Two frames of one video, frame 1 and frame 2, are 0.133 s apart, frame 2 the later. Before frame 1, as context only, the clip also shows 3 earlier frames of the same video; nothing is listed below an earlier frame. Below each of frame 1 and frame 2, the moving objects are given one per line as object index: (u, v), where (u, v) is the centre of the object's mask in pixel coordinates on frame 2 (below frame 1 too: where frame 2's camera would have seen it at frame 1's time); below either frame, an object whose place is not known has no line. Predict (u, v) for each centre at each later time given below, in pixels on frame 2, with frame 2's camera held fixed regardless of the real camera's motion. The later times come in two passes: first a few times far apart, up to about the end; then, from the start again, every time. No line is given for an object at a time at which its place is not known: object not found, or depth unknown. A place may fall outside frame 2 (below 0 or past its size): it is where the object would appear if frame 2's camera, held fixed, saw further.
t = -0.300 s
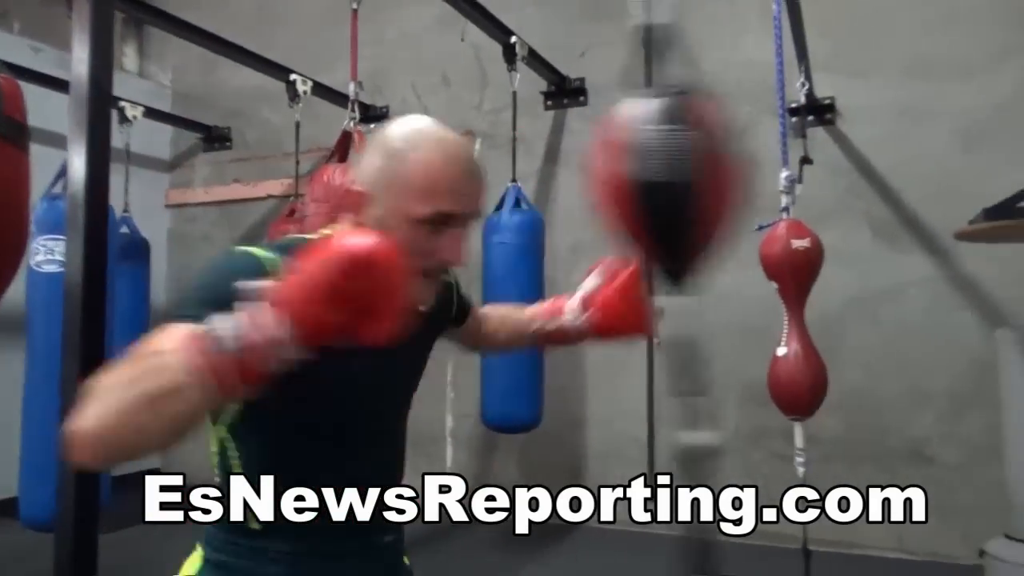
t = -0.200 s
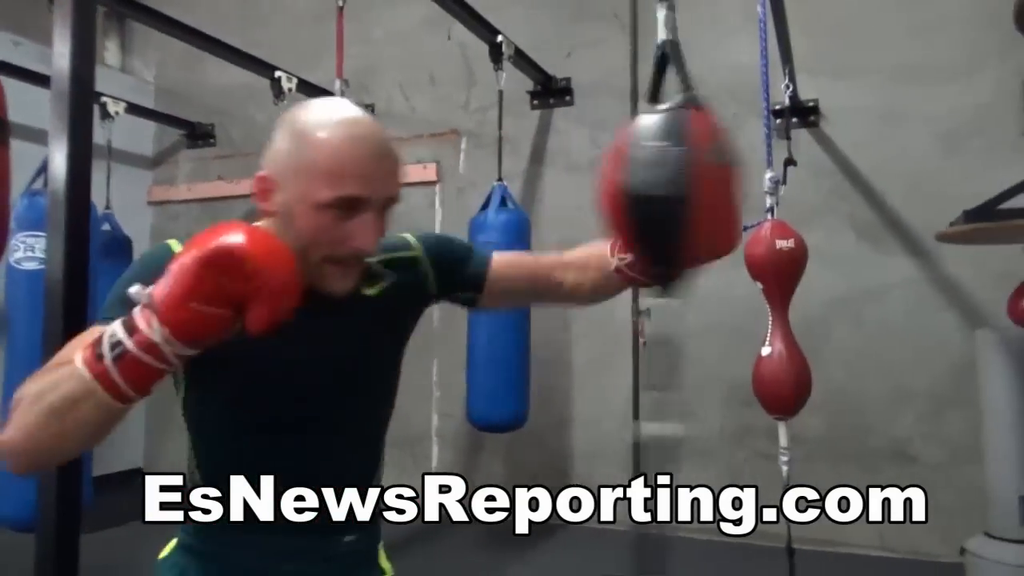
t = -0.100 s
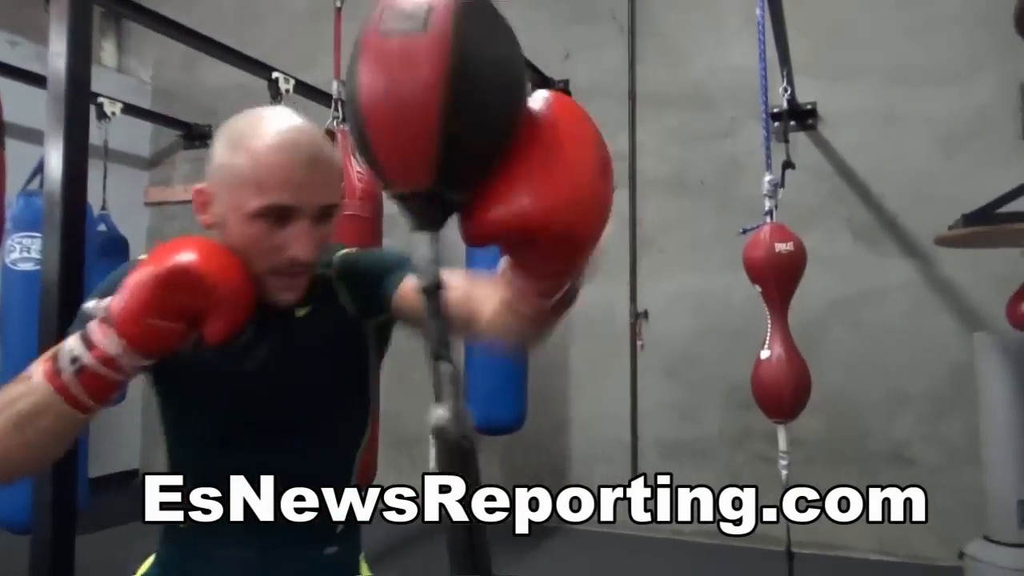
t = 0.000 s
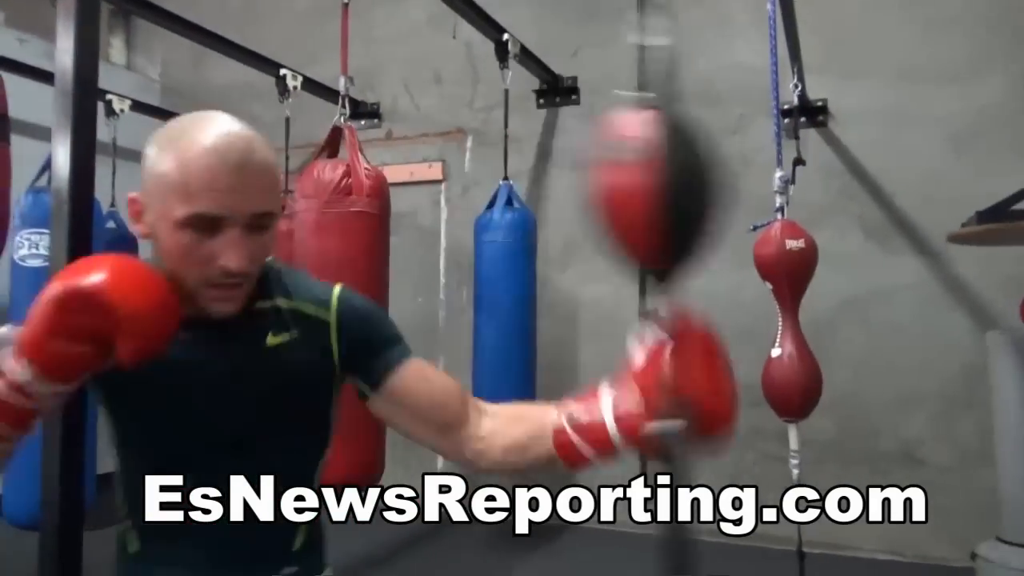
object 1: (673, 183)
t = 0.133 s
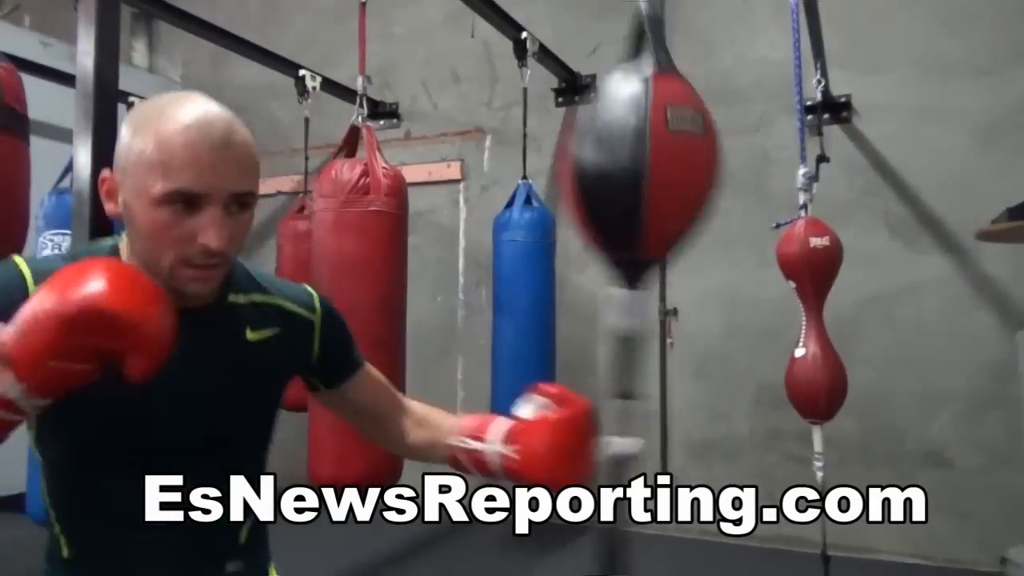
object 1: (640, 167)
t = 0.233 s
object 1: (692, 180)
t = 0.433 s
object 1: (628, 172)
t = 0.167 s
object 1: (604, 152)
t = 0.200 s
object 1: (621, 170)
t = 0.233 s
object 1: (692, 180)
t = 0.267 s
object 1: (743, 185)
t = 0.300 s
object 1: (730, 182)
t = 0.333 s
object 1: (686, 183)
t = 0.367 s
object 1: (636, 167)
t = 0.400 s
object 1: (603, 158)
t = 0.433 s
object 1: (628, 172)
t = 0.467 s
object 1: (696, 182)
